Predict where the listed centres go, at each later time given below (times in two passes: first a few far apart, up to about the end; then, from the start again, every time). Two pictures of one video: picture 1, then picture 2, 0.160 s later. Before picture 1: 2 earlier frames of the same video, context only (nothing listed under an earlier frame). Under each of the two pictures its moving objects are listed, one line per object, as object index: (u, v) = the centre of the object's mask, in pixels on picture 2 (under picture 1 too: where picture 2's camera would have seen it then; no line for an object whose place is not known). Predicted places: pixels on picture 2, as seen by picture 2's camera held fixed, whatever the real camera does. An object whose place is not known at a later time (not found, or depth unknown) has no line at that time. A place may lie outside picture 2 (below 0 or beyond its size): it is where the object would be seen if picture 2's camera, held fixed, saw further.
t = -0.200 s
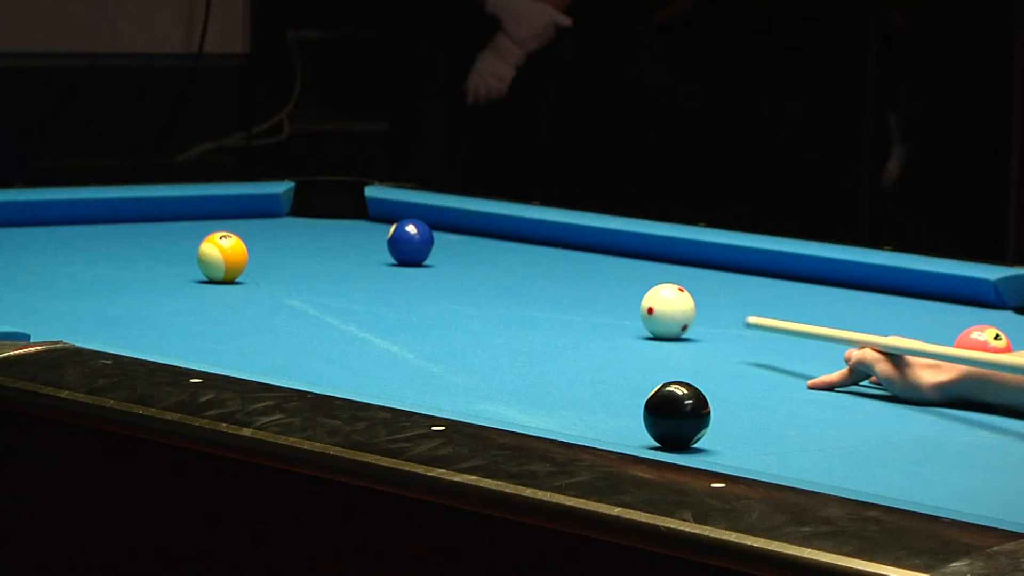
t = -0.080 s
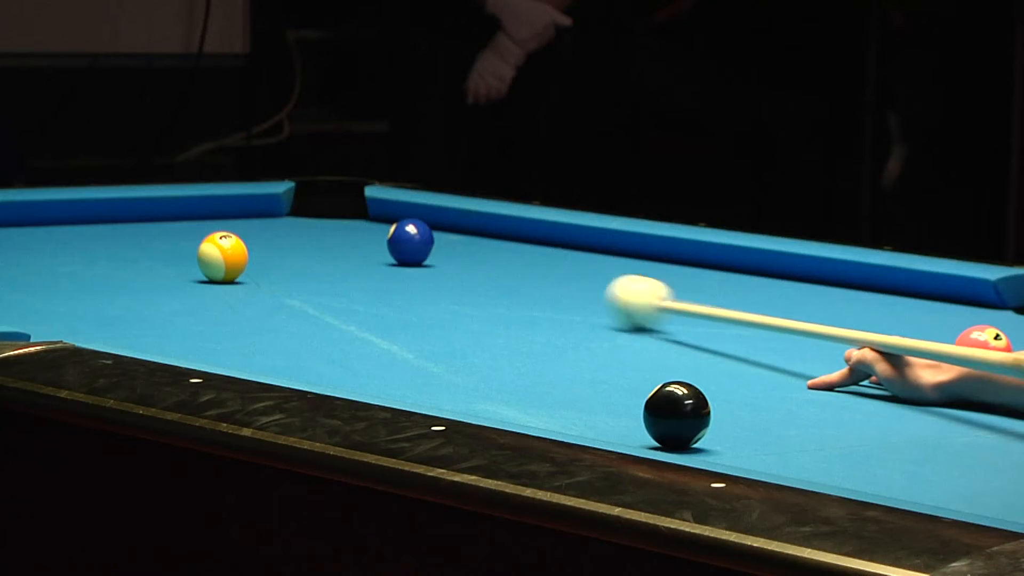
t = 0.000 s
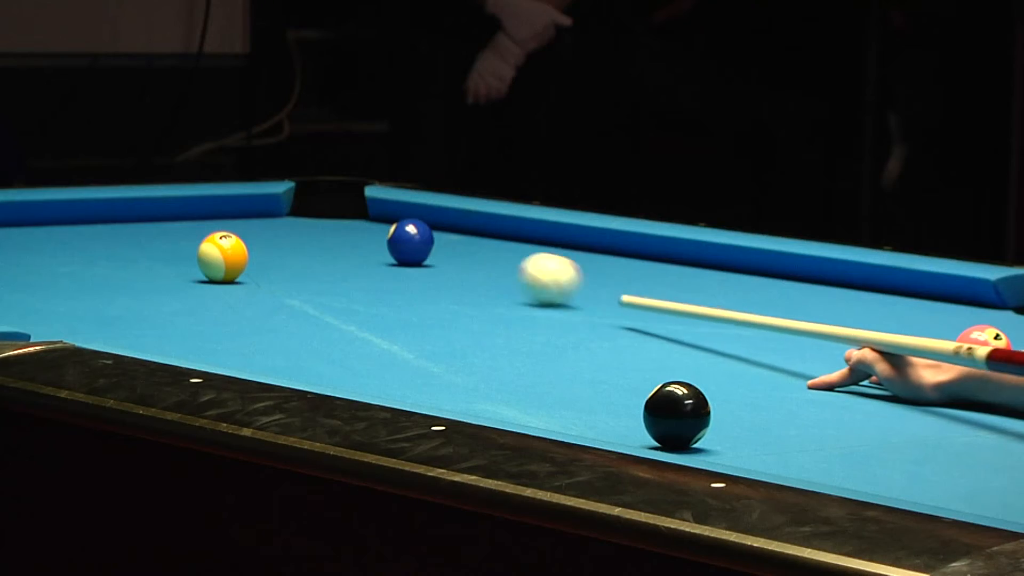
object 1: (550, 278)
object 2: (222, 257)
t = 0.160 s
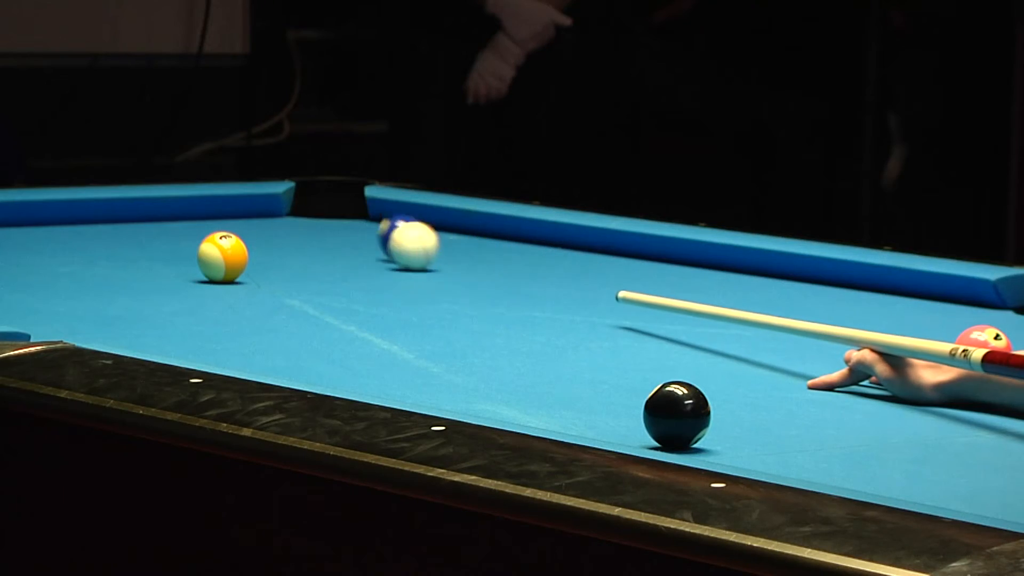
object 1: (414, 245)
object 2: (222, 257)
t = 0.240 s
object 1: (383, 244)
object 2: (222, 257)
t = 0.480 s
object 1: (282, 234)
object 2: (222, 257)
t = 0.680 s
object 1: (195, 222)
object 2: (222, 257)
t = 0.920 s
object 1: (100, 211)
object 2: (222, 257)
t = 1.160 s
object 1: (71, 211)
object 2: (222, 257)
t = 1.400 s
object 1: (96, 219)
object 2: (223, 257)
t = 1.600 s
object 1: (116, 226)
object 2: (222, 257)
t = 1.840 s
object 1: (140, 234)
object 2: (222, 257)
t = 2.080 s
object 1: (163, 242)
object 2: (222, 257)
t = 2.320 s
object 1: (183, 248)
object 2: (223, 257)
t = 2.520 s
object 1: (190, 253)
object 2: (234, 259)
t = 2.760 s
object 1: (185, 255)
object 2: (255, 263)
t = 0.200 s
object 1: (399, 245)
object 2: (222, 257)
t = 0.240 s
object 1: (383, 244)
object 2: (222, 257)
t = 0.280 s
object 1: (367, 243)
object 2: (222, 257)
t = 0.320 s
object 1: (351, 242)
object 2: (222, 257)
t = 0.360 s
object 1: (334, 240)
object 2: (222, 257)
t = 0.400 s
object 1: (317, 238)
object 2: (222, 257)
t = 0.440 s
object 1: (299, 236)
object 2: (222, 257)
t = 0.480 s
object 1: (282, 234)
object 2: (222, 257)
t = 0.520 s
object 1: (265, 232)
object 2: (222, 257)
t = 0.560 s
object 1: (249, 227)
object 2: (222, 257)
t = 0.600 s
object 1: (231, 221)
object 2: (222, 257)
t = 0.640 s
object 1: (212, 220)
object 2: (222, 257)
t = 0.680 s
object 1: (195, 222)
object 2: (222, 257)
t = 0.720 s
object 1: (180, 221)
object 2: (222, 257)
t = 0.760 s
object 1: (164, 219)
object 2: (222, 257)
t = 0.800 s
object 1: (147, 217)
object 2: (222, 257)
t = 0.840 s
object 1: (131, 215)
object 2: (222, 257)
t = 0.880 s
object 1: (116, 213)
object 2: (222, 257)
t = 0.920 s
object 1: (100, 211)
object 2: (222, 257)
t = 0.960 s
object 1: (85, 210)
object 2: (222, 257)
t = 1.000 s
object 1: (70, 208)
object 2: (222, 257)
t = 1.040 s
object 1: (58, 207)
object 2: (222, 257)
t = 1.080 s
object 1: (63, 208)
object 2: (222, 257)
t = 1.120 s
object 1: (67, 209)
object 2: (222, 257)
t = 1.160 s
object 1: (71, 211)
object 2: (222, 257)
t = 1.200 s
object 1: (75, 212)
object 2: (222, 257)
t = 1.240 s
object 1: (79, 214)
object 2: (222, 257)
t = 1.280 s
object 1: (83, 215)
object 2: (222, 257)
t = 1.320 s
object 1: (88, 216)
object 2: (222, 257)
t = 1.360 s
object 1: (92, 218)
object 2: (222, 257)
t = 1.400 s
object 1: (96, 219)
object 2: (223, 257)
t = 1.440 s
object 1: (100, 221)
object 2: (223, 257)
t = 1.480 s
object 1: (104, 222)
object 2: (222, 257)
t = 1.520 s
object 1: (108, 223)
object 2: (222, 257)
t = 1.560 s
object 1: (112, 224)
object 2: (222, 257)
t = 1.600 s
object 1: (116, 226)
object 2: (222, 257)
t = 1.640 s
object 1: (120, 227)
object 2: (222, 257)
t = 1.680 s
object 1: (124, 228)
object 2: (222, 257)
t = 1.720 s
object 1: (128, 230)
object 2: (222, 257)
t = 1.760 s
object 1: (132, 231)
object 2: (222, 257)
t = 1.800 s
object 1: (136, 232)
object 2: (222, 257)
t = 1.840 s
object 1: (140, 234)
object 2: (222, 257)
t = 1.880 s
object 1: (144, 235)
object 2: (222, 257)
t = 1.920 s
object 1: (148, 236)
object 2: (222, 257)
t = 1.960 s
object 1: (152, 238)
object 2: (222, 257)
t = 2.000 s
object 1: (156, 239)
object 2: (222, 257)
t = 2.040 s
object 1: (160, 240)
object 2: (222, 257)
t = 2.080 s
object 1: (163, 242)
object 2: (222, 257)
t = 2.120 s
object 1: (167, 243)
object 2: (222, 257)
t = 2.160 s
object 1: (171, 244)
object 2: (222, 257)
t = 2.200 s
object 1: (174, 245)
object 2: (222, 257)
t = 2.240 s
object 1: (178, 246)
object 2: (223, 257)
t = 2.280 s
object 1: (180, 247)
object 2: (223, 257)
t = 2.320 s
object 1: (183, 248)
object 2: (223, 257)
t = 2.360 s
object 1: (185, 249)
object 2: (223, 257)
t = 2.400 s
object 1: (187, 250)
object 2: (223, 257)
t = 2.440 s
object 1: (189, 251)
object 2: (226, 258)
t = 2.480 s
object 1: (189, 252)
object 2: (230, 259)
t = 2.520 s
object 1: (190, 253)
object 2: (234, 259)
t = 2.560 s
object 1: (190, 253)
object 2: (238, 260)
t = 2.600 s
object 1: (189, 253)
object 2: (241, 260)
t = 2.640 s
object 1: (188, 254)
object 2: (245, 261)
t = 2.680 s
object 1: (187, 254)
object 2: (248, 262)
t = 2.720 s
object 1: (186, 254)
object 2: (252, 262)
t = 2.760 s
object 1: (185, 255)
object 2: (255, 263)
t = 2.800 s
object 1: (184, 255)
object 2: (259, 264)
